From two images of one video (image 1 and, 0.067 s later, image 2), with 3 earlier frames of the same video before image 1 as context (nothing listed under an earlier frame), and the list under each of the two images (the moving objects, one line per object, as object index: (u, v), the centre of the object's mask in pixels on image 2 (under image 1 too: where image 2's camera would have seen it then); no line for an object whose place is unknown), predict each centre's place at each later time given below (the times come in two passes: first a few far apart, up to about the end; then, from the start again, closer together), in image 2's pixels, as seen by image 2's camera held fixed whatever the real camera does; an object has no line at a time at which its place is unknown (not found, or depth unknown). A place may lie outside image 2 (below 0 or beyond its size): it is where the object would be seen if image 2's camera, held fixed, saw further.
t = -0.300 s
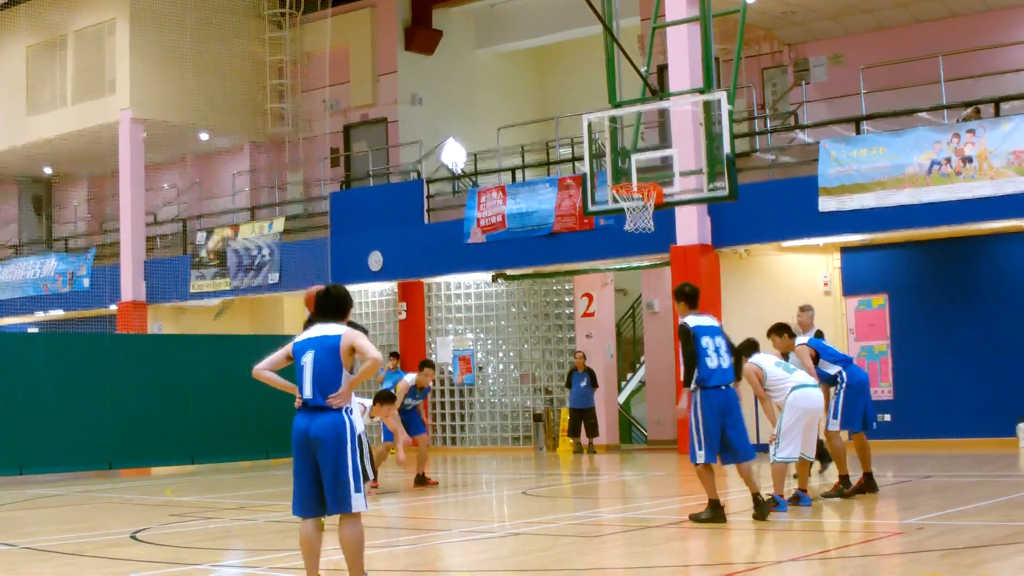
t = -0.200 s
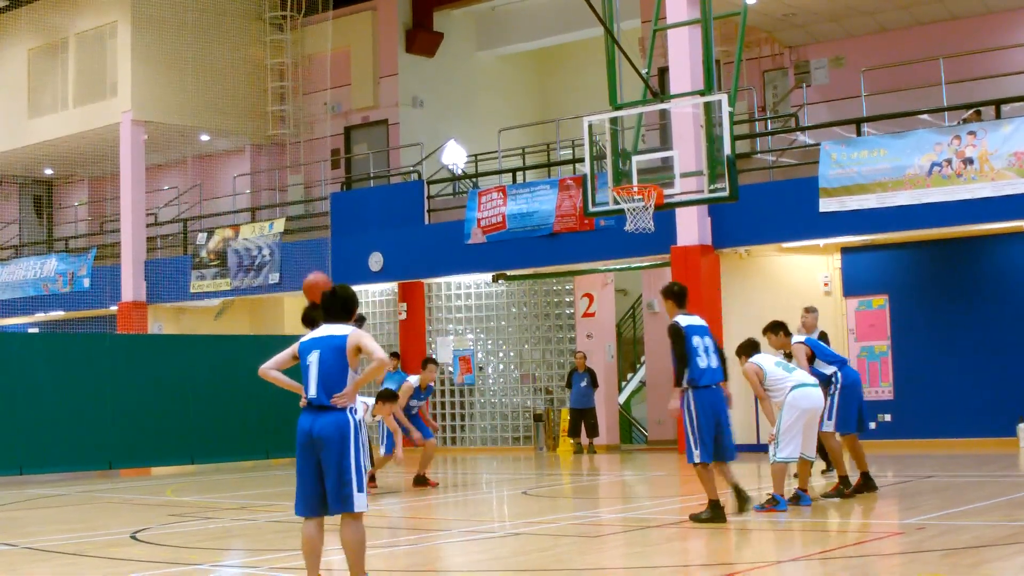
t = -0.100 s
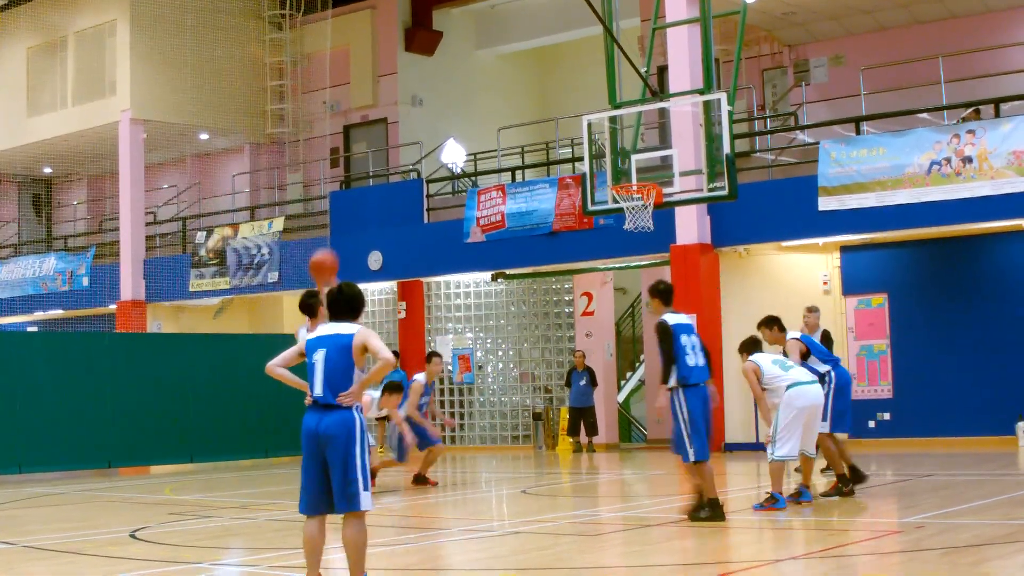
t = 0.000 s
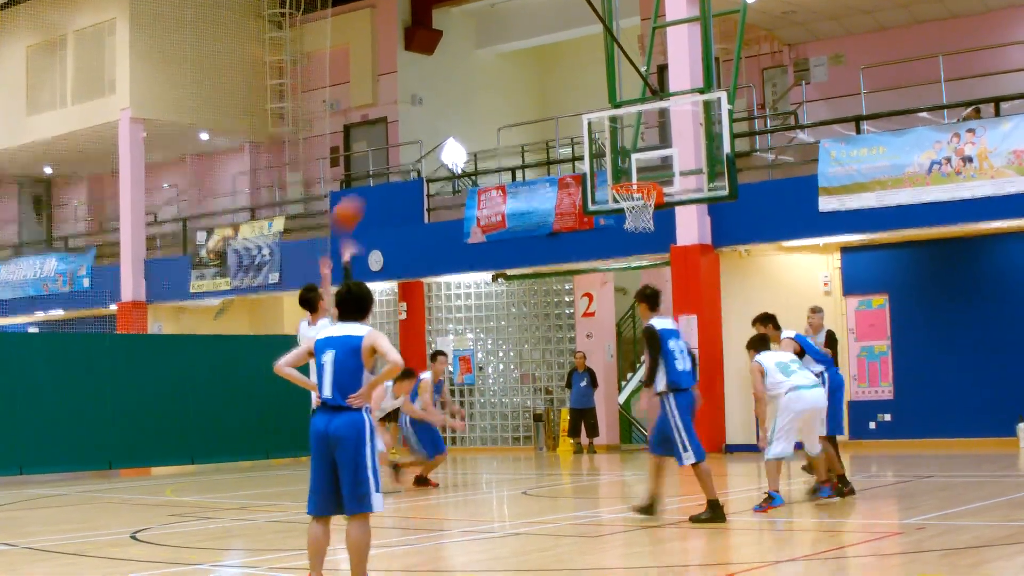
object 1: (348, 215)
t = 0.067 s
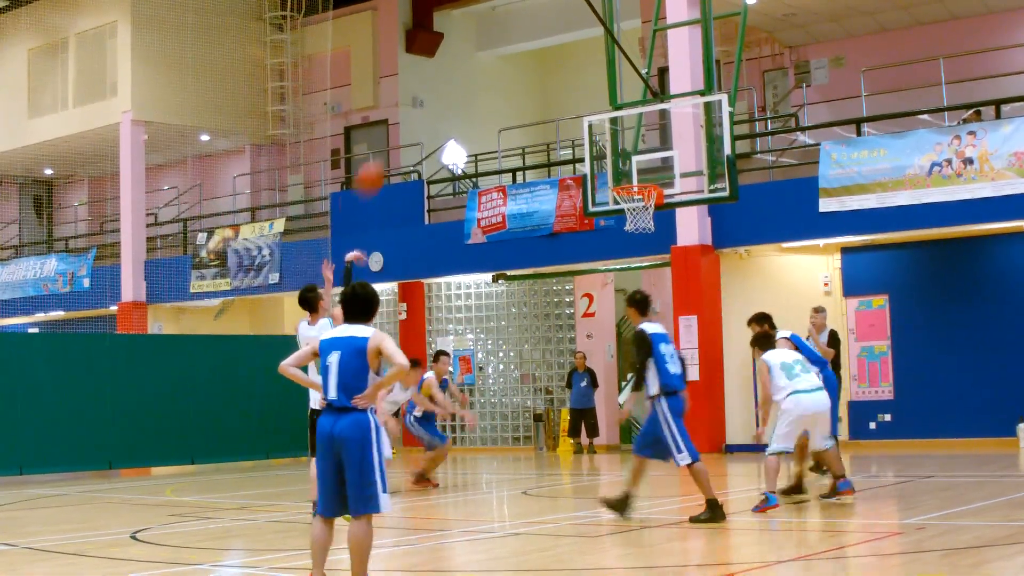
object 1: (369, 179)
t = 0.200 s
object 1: (415, 119)
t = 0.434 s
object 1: (486, 70)
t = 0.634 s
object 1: (541, 73)
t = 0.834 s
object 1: (594, 113)
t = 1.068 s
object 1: (632, 173)
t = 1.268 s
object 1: (591, 147)
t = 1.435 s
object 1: (552, 153)
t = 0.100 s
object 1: (381, 161)
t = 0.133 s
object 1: (392, 146)
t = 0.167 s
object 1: (403, 133)
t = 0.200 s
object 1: (415, 119)
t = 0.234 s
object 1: (425, 108)
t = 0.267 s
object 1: (435, 99)
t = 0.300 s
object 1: (446, 90)
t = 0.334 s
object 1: (456, 83)
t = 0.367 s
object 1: (466, 78)
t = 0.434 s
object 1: (486, 70)
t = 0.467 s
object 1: (495, 68)
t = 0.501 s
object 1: (505, 67)
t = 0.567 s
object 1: (524, 68)
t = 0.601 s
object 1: (532, 70)
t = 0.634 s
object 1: (541, 73)
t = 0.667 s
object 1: (550, 77)
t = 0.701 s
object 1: (560, 83)
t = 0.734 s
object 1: (568, 89)
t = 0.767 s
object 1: (576, 96)
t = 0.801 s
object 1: (585, 105)
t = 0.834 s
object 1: (594, 113)
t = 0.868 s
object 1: (602, 125)
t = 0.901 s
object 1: (612, 136)
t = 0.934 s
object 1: (621, 147)
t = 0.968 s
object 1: (628, 160)
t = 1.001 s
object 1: (637, 173)
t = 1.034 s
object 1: (639, 177)
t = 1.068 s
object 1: (632, 173)
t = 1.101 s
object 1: (624, 165)
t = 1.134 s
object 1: (619, 160)
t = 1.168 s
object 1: (611, 155)
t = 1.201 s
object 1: (604, 151)
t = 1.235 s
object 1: (597, 149)
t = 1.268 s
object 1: (591, 147)
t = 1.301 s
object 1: (583, 146)
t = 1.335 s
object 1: (575, 146)
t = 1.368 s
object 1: (567, 148)
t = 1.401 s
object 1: (559, 150)
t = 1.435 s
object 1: (552, 153)
